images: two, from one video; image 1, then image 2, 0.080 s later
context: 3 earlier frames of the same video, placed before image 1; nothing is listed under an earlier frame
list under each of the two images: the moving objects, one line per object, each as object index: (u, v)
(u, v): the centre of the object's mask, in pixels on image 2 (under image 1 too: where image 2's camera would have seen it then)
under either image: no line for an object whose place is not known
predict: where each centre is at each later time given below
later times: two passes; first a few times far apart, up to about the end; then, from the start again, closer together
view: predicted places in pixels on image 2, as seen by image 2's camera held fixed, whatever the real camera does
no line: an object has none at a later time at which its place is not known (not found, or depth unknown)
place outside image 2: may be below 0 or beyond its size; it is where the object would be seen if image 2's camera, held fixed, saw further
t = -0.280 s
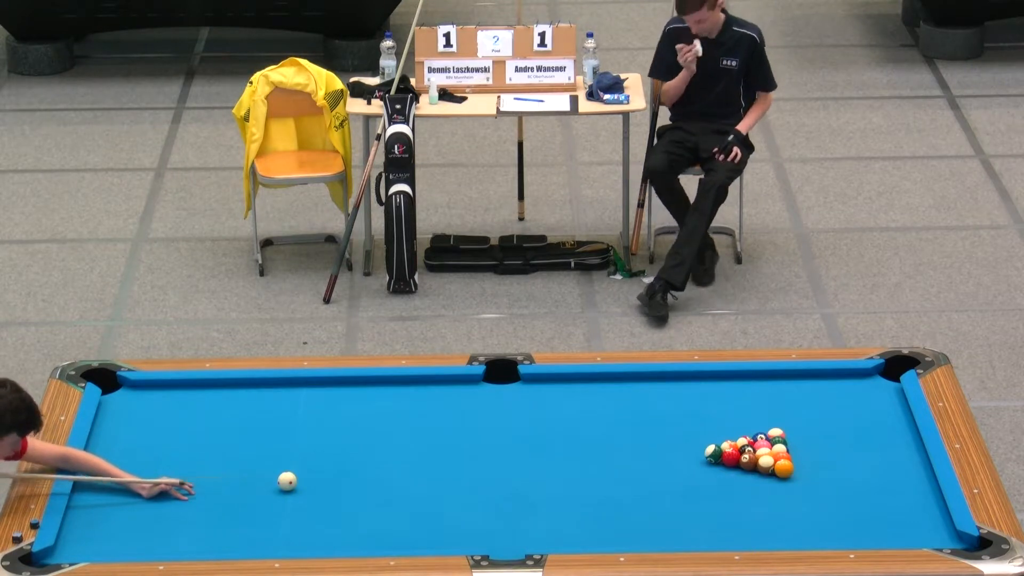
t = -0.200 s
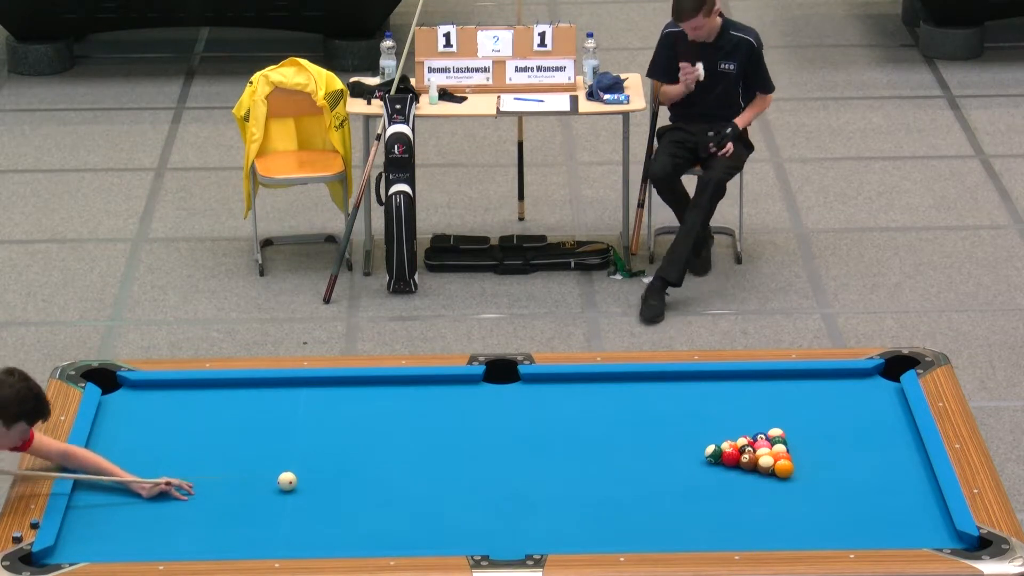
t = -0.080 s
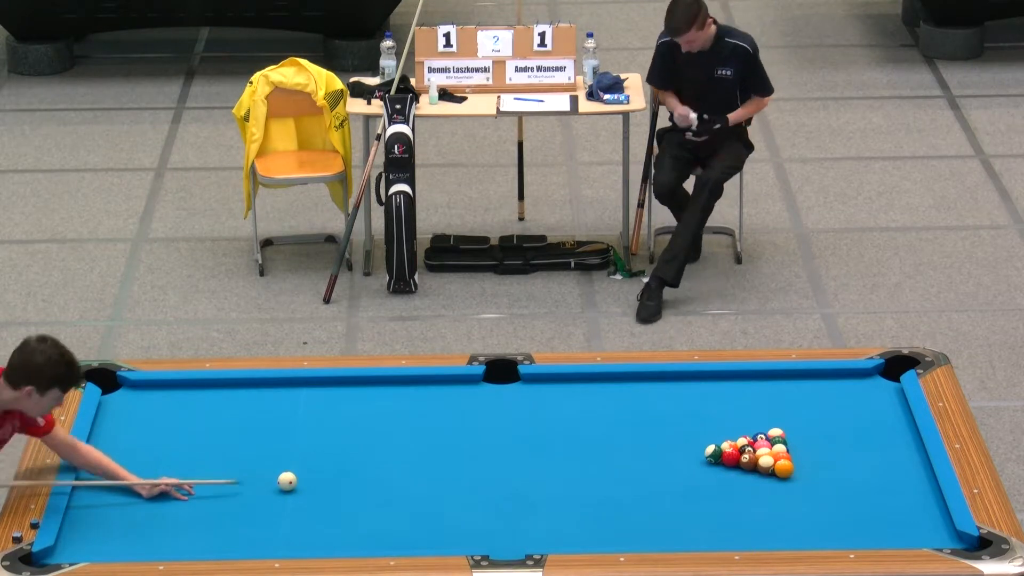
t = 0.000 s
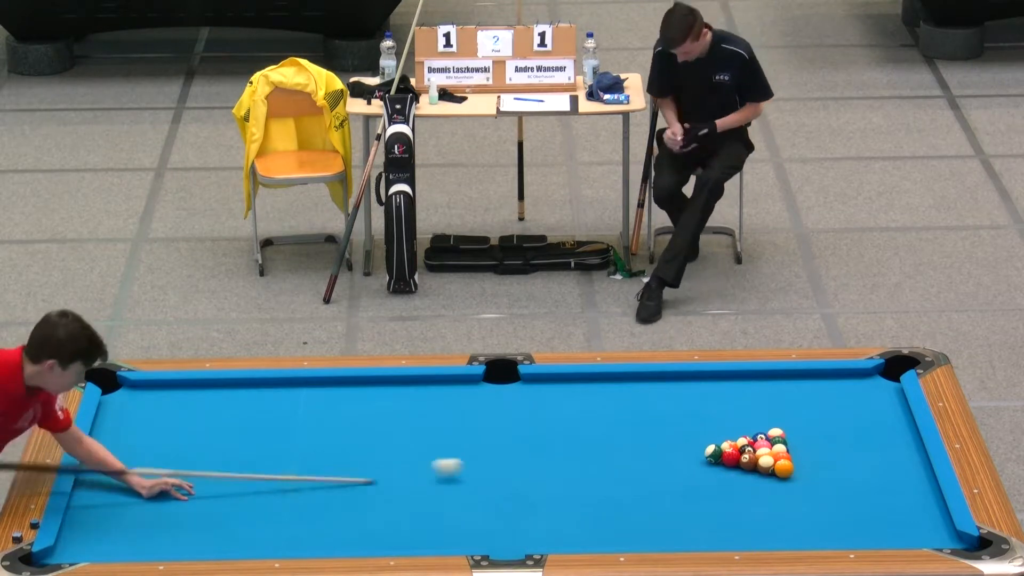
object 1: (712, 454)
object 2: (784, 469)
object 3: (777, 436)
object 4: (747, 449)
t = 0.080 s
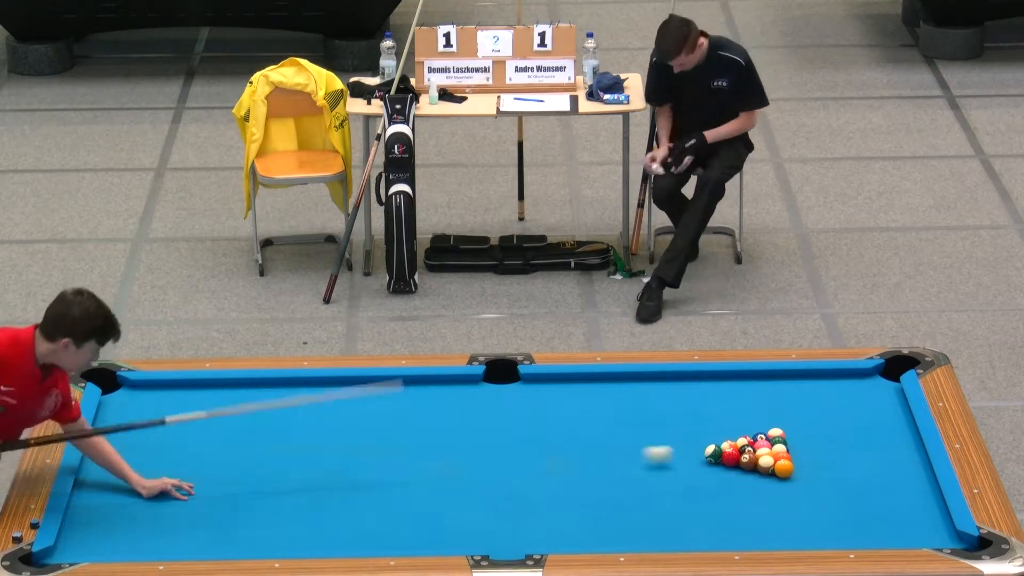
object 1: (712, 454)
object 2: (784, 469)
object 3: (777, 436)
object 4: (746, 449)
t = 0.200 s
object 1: (692, 445)
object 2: (892, 493)
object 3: (877, 408)
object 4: (740, 450)
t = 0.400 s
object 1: (649, 448)
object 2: (856, 523)
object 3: (777, 380)
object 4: (728, 452)
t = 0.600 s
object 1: (606, 444)
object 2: (763, 537)
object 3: (676, 389)
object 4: (720, 450)
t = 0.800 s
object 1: (565, 441)
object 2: (676, 529)
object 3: (596, 403)
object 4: (711, 448)
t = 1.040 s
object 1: (517, 436)
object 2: (574, 516)
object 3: (555, 412)
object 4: (702, 446)
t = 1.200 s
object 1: (488, 433)
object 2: (510, 509)
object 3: (524, 418)
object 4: (697, 445)
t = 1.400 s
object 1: (451, 430)
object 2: (431, 499)
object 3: (488, 425)
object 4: (691, 444)
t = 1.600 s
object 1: (416, 426)
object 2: (354, 489)
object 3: (451, 433)
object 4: (686, 443)
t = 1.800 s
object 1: (382, 422)
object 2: (280, 481)
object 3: (416, 440)
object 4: (683, 442)
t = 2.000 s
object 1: (350, 419)
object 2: (208, 472)
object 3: (381, 447)
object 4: (681, 442)
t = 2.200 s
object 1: (318, 416)
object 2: (139, 464)
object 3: (348, 454)
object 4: (679, 441)
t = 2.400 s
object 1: (290, 413)
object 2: (104, 454)
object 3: (315, 461)
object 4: (679, 441)
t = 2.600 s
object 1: (261, 410)
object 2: (147, 439)
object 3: (283, 468)
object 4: (679, 441)
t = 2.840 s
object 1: (228, 406)
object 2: (193, 422)
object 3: (245, 476)
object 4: (679, 441)
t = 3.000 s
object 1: (208, 404)
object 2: (223, 412)
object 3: (221, 481)
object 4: (679, 441)
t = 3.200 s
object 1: (183, 402)
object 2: (258, 399)
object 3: (192, 487)
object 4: (679, 441)
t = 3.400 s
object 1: (159, 399)
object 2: (292, 387)
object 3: (163, 493)
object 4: (679, 441)
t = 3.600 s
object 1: (137, 397)
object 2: (321, 384)
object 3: (135, 499)
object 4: (679, 441)
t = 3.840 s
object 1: (111, 394)
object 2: (352, 391)
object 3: (103, 506)
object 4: (679, 441)
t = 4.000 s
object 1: (119, 392)
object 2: (372, 395)
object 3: (82, 511)
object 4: (679, 441)
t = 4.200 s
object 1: (130, 390)
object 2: (396, 400)
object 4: (679, 441)
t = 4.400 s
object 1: (139, 388)
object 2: (420, 405)
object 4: (679, 441)
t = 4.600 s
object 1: (148, 386)
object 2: (443, 410)
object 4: (679, 441)
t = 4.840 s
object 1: (157, 385)
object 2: (469, 415)
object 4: (679, 441)
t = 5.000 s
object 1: (161, 386)
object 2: (487, 419)
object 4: (679, 441)
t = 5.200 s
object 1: (165, 386)
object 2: (507, 423)
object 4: (679, 441)
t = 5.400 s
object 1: (168, 386)
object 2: (527, 427)
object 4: (679, 441)
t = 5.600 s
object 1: (170, 386)
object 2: (545, 431)
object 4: (679, 441)
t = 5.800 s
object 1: (172, 386)
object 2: (563, 435)
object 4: (679, 441)
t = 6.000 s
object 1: (172, 386)
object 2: (580, 438)
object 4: (679, 441)
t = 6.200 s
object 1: (173, 386)
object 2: (596, 442)
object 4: (679, 441)
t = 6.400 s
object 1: (172, 386)
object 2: (611, 445)
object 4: (679, 441)
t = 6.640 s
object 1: (173, 386)
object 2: (628, 448)
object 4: (679, 441)
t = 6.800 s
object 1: (172, 386)
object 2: (639, 450)
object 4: (679, 441)
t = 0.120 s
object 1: (708, 449)
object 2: (810, 474)
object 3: (797, 433)
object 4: (745, 449)
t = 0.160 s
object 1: (700, 445)
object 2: (851, 483)
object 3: (839, 419)
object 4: (742, 450)
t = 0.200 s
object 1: (692, 445)
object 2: (892, 493)
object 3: (877, 408)
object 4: (740, 450)
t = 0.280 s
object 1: (675, 447)
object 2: (920, 507)
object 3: (860, 394)
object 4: (736, 451)
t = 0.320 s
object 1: (665, 449)
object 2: (898, 513)
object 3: (831, 389)
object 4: (734, 451)
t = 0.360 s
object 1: (657, 449)
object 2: (876, 518)
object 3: (803, 384)
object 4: (730, 452)
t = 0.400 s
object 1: (649, 448)
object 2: (856, 523)
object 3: (777, 380)
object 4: (728, 452)
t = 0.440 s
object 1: (640, 447)
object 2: (836, 528)
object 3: (752, 376)
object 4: (727, 452)
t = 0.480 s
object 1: (632, 446)
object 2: (818, 532)
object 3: (732, 379)
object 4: (725, 451)
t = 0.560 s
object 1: (614, 445)
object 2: (781, 539)
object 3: (694, 386)
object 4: (721, 450)
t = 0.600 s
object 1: (606, 444)
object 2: (763, 537)
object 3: (676, 389)
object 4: (720, 450)
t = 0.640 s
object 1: (598, 443)
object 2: (745, 536)
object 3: (658, 391)
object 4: (718, 450)
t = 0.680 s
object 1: (590, 442)
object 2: (728, 534)
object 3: (639, 394)
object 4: (716, 449)
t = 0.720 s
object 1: (582, 442)
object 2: (710, 533)
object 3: (623, 398)
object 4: (714, 448)
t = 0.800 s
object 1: (565, 441)
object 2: (676, 529)
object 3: (596, 403)
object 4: (711, 448)
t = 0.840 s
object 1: (557, 440)
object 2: (658, 527)
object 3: (591, 404)
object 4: (709, 447)
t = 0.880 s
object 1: (549, 439)
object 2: (642, 525)
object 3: (585, 406)
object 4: (708, 447)
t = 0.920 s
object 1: (542, 438)
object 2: (625, 523)
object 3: (577, 407)
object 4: (706, 447)
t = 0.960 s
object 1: (534, 437)
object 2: (608, 521)
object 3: (570, 409)
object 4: (705, 446)
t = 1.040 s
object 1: (517, 436)
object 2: (574, 516)
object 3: (555, 412)
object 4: (702, 446)
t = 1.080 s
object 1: (510, 435)
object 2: (558, 514)
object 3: (547, 414)
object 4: (701, 446)
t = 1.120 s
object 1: (503, 434)
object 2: (542, 513)
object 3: (539, 415)
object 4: (699, 446)
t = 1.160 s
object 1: (495, 434)
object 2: (526, 511)
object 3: (532, 416)
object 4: (698, 446)
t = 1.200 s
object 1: (488, 433)
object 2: (510, 509)
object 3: (524, 418)
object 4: (697, 445)
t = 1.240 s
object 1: (480, 432)
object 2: (494, 507)
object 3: (517, 419)
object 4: (695, 445)
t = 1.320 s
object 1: (465, 431)
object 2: (462, 503)
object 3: (503, 422)
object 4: (693, 445)
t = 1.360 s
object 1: (458, 430)
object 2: (446, 501)
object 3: (496, 424)
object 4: (692, 444)
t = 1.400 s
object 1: (451, 430)
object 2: (431, 499)
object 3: (488, 425)
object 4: (691, 444)
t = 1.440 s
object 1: (444, 429)
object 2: (415, 496)
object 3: (480, 427)
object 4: (690, 444)
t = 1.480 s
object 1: (437, 428)
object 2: (400, 495)
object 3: (473, 429)
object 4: (689, 444)
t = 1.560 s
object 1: (422, 426)
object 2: (369, 491)
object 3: (459, 431)
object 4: (687, 443)
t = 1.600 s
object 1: (416, 426)
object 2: (354, 489)
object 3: (451, 433)
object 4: (686, 443)
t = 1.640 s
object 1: (409, 425)
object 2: (340, 487)
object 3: (444, 434)
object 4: (685, 443)
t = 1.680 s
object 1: (403, 424)
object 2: (325, 486)
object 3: (437, 435)
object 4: (685, 443)
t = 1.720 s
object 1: (396, 424)
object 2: (310, 484)
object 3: (430, 437)
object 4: (684, 443)
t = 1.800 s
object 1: (382, 422)
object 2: (280, 481)
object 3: (416, 440)
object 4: (683, 442)
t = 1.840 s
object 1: (375, 421)
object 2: (266, 478)
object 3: (409, 441)
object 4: (682, 442)
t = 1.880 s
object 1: (368, 421)
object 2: (251, 477)
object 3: (402, 443)
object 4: (682, 442)
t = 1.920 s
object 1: (363, 420)
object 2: (237, 475)
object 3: (395, 444)
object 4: (682, 442)
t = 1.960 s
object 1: (356, 419)
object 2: (223, 473)
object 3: (389, 445)
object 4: (681, 442)
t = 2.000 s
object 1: (350, 419)
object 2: (208, 472)
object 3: (381, 447)
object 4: (681, 442)
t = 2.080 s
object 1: (338, 418)
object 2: (181, 468)
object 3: (368, 449)
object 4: (680, 441)
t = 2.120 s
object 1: (331, 417)
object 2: (166, 467)
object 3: (361, 451)
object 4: (680, 441)
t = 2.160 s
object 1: (325, 416)
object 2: (152, 465)
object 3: (354, 453)
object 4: (679, 441)
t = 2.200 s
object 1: (318, 416)
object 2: (139, 464)
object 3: (348, 454)
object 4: (679, 441)
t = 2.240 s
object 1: (313, 415)
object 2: (125, 462)
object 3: (341, 455)
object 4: (679, 441)
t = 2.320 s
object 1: (301, 414)
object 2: (98, 459)
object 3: (328, 458)
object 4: (679, 441)
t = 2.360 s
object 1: (296, 413)
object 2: (93, 457)
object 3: (322, 460)
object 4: (679, 441)
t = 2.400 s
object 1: (290, 413)
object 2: (104, 454)
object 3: (315, 461)
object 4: (679, 441)
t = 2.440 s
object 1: (284, 412)
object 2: (114, 450)
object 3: (308, 462)
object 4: (679, 441)
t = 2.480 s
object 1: (278, 411)
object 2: (123, 448)
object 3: (302, 464)
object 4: (679, 441)
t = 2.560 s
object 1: (266, 411)
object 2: (139, 442)
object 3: (289, 466)
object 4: (679, 441)
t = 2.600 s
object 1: (261, 410)
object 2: (147, 439)
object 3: (283, 468)
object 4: (679, 441)
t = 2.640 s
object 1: (255, 409)
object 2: (155, 436)
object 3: (276, 469)
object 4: (679, 441)
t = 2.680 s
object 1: (250, 408)
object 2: (163, 433)
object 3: (270, 470)
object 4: (679, 441)
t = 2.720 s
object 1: (245, 408)
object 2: (171, 430)
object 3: (264, 472)
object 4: (679, 441)
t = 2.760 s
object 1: (239, 407)
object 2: (178, 427)
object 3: (258, 473)
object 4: (679, 441)
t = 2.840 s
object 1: (228, 406)
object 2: (193, 422)
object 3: (245, 476)
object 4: (679, 441)
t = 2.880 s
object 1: (223, 406)
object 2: (201, 420)
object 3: (240, 477)
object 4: (679, 441)
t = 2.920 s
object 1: (218, 404)
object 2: (208, 417)
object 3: (233, 478)
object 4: (679, 441)
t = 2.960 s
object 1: (212, 402)
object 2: (216, 414)
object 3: (227, 480)
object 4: (679, 441)
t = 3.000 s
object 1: (208, 404)
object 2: (223, 412)
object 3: (221, 481)
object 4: (679, 441)
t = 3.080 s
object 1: (198, 403)
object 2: (237, 407)
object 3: (210, 483)
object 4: (679, 441)
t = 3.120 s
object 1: (193, 403)
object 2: (244, 404)
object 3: (203, 484)
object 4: (679, 441)
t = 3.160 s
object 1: (188, 402)
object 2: (251, 401)
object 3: (197, 485)
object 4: (679, 441)
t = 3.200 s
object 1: (183, 402)
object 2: (258, 399)
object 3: (192, 487)
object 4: (679, 441)
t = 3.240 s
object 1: (178, 401)
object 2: (265, 396)
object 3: (186, 488)
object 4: (679, 441)
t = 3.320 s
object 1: (168, 400)
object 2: (278, 391)
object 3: (175, 491)
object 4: (679, 441)
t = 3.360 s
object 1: (163, 399)
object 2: (285, 389)
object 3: (169, 492)
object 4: (679, 441)
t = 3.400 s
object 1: (159, 399)
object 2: (292, 387)
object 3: (163, 493)
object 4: (679, 441)
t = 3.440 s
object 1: (155, 399)
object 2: (298, 384)
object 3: (157, 494)
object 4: (679, 441)
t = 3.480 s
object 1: (150, 398)
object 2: (305, 382)
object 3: (152, 496)
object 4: (679, 441)
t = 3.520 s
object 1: (146, 398)
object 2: (310, 382)
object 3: (147, 496)
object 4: (679, 441)
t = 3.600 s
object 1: (137, 397)
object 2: (321, 384)
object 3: (135, 499)
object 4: (679, 441)
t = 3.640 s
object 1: (132, 396)
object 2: (326, 385)
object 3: (130, 500)
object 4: (679, 441)
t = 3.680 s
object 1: (128, 396)
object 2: (332, 386)
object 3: (125, 501)
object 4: (679, 441)
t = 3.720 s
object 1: (123, 395)
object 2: (337, 388)
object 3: (119, 503)
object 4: (679, 441)
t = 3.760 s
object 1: (119, 395)
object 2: (341, 389)
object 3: (114, 504)
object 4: (679, 441)
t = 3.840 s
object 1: (111, 394)
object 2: (352, 391)
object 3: (103, 506)
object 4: (679, 441)
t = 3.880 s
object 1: (112, 394)
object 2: (357, 392)
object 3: (98, 507)
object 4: (679, 441)
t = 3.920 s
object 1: (114, 393)
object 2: (362, 393)
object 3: (93, 508)
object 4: (679, 441)
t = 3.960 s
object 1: (116, 393)
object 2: (367, 394)
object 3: (88, 509)
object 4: (679, 441)
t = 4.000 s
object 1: (119, 392)
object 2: (372, 395)
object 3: (82, 511)
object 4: (679, 441)
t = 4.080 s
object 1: (123, 391)
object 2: (382, 397)
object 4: (679, 441)
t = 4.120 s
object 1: (126, 391)
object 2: (386, 398)
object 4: (679, 441)
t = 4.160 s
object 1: (128, 390)
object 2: (392, 399)
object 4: (679, 441)
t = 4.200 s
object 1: (130, 390)
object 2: (396, 400)
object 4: (679, 441)
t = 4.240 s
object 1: (131, 390)
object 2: (401, 401)
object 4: (679, 441)
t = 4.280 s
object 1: (133, 390)
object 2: (406, 402)
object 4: (679, 441)
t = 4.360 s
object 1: (137, 389)
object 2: (415, 403)
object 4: (679, 441)
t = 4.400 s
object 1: (139, 388)
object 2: (420, 405)
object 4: (679, 441)
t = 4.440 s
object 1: (141, 387)
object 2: (425, 406)
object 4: (679, 441)
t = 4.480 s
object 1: (143, 388)
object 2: (429, 407)
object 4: (679, 441)
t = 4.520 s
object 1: (145, 387)
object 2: (434, 408)
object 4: (679, 441)
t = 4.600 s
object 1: (148, 386)
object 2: (443, 410)
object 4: (679, 441)
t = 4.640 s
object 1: (150, 386)
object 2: (447, 411)
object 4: (679, 441)
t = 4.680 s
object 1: (151, 385)
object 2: (452, 411)
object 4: (679, 441)
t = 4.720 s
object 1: (153, 385)
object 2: (456, 413)
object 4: (679, 441)
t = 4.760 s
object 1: (155, 385)
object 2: (461, 413)
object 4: (679, 441)
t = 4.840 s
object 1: (157, 385)
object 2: (469, 415)
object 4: (679, 441)
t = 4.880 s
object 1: (158, 385)
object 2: (474, 417)
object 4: (679, 441)
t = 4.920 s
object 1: (159, 385)
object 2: (478, 417)
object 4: (679, 441)
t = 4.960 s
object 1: (160, 386)
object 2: (482, 418)
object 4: (679, 441)
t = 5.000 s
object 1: (161, 386)
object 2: (487, 419)
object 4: (679, 441)
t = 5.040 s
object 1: (162, 386)
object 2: (490, 420)
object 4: (679, 441)
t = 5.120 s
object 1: (164, 386)
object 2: (499, 421)
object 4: (679, 441)
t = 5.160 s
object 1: (164, 386)
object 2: (503, 422)
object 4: (679, 441)
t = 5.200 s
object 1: (165, 386)
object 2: (507, 423)
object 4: (679, 441)
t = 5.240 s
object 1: (166, 386)
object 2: (511, 424)
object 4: (679, 441)
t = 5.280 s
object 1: (167, 386)
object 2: (515, 425)
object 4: (679, 441)
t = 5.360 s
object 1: (168, 386)
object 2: (523, 426)
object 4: (679, 441)
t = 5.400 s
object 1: (168, 386)
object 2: (527, 427)
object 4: (679, 441)
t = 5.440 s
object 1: (169, 386)
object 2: (531, 428)
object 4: (679, 441)
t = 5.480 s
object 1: (169, 386)
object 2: (534, 428)
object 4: (679, 441)
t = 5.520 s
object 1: (169, 386)
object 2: (538, 429)
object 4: (679, 441)
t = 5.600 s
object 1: (170, 386)
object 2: (545, 431)
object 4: (679, 441)
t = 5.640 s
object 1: (171, 386)
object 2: (548, 432)
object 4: (679, 441)
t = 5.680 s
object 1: (171, 386)
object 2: (552, 433)
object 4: (679, 441)
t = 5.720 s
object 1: (171, 386)
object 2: (556, 433)
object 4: (679, 441)
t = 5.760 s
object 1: (171, 386)
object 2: (560, 434)
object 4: (679, 441)
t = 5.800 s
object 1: (172, 386)
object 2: (563, 435)
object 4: (679, 441)
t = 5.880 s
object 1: (172, 386)
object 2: (570, 436)
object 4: (679, 441)
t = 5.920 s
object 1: (172, 386)
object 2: (574, 437)
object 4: (679, 441)
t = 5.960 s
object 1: (172, 386)
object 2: (577, 437)
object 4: (679, 441)
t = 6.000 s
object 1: (172, 386)
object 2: (580, 438)
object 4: (679, 441)
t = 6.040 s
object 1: (172, 386)
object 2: (583, 439)
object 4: (679, 441)
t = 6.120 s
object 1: (173, 386)
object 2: (590, 441)
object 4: (679, 441)
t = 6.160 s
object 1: (172, 386)
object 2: (593, 441)
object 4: (679, 441)
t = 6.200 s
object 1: (173, 386)
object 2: (596, 442)
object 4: (679, 441)
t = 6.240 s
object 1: (172, 386)
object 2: (599, 443)
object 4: (679, 441)
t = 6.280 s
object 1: (173, 386)
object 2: (602, 443)
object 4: (679, 441)
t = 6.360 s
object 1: (172, 386)
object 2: (608, 444)
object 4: (679, 441)
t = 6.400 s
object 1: (172, 386)
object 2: (611, 445)
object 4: (679, 441)
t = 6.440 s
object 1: (172, 386)
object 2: (614, 445)
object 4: (679, 441)
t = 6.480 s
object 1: (172, 386)
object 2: (617, 446)
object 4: (679, 441)
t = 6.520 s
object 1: (172, 386)
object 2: (620, 447)
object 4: (679, 441)
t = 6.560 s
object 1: (172, 386)
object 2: (623, 447)
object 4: (679, 441)
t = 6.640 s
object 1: (173, 386)
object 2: (628, 448)
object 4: (679, 441)
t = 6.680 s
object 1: (172, 386)
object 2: (631, 449)
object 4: (679, 441)
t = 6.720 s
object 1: (172, 386)
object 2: (633, 449)
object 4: (679, 441)
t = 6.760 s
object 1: (172, 386)
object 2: (636, 450)
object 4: (679, 441)
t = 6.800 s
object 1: (172, 386)
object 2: (639, 450)
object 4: (679, 441)
